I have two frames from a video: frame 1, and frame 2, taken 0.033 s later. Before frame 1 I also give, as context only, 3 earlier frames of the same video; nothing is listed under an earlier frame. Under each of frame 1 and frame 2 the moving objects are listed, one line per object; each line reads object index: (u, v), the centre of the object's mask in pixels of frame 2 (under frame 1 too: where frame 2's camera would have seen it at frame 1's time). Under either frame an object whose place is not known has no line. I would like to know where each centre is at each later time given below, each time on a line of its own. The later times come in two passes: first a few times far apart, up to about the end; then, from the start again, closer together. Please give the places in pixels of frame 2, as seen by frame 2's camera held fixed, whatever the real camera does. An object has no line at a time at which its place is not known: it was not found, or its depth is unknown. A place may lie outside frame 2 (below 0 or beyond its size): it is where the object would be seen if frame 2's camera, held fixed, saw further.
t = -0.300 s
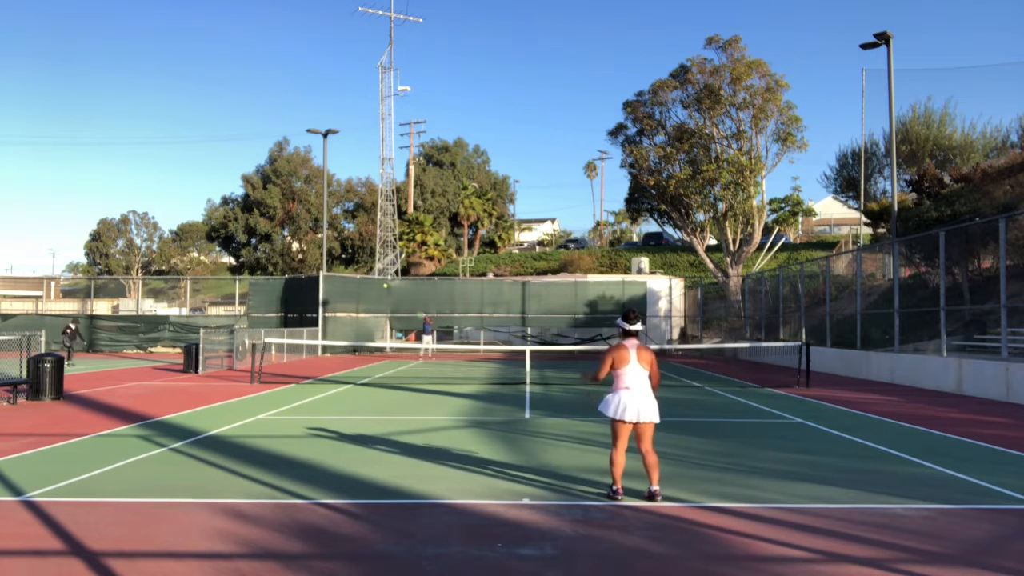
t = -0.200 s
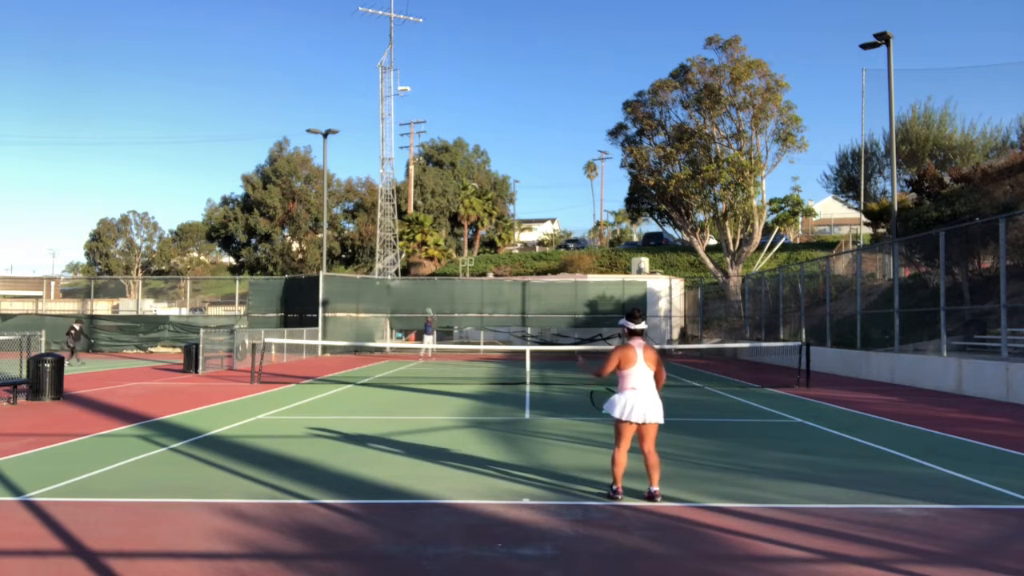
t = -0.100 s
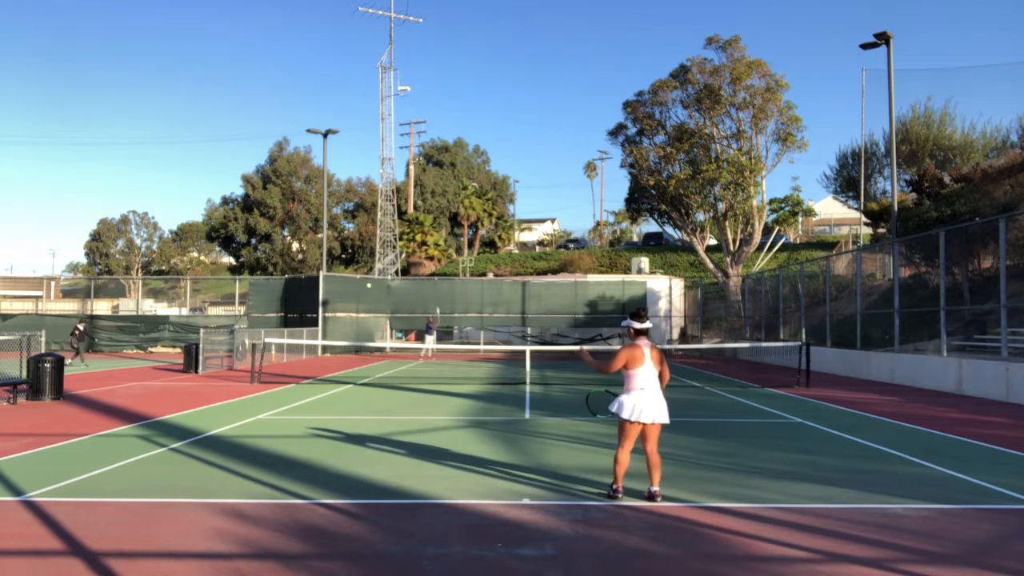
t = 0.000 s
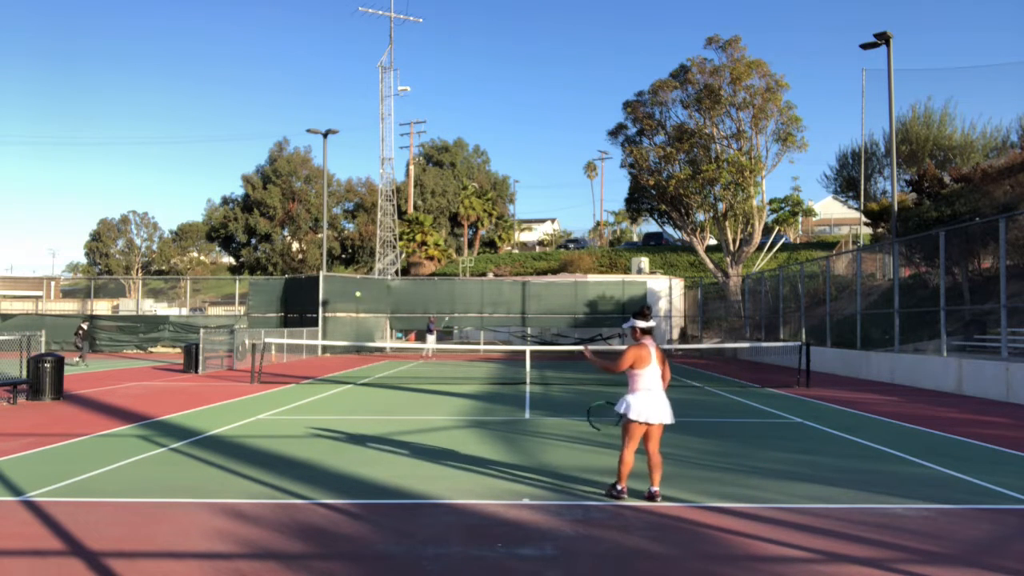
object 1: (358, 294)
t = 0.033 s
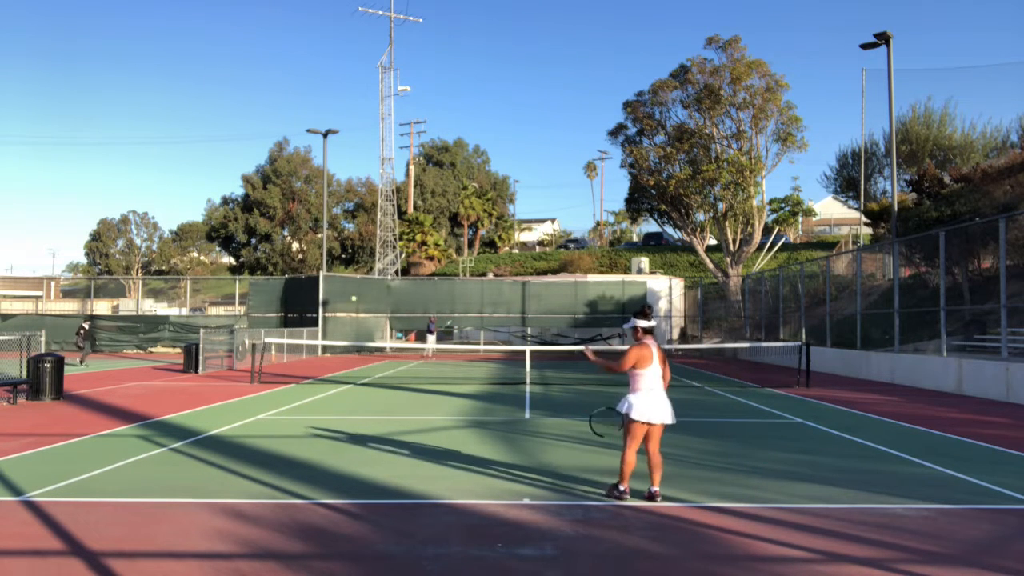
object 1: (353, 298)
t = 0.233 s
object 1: (319, 352)
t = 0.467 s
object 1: (256, 446)
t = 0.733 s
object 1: (169, 370)
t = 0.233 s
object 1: (319, 352)
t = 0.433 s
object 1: (264, 457)
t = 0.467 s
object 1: (256, 446)
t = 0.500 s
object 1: (248, 434)
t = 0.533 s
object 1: (240, 422)
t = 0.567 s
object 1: (231, 411)
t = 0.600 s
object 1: (221, 401)
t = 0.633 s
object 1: (210, 391)
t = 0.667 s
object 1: (197, 383)
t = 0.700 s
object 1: (184, 376)
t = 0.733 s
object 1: (169, 370)
